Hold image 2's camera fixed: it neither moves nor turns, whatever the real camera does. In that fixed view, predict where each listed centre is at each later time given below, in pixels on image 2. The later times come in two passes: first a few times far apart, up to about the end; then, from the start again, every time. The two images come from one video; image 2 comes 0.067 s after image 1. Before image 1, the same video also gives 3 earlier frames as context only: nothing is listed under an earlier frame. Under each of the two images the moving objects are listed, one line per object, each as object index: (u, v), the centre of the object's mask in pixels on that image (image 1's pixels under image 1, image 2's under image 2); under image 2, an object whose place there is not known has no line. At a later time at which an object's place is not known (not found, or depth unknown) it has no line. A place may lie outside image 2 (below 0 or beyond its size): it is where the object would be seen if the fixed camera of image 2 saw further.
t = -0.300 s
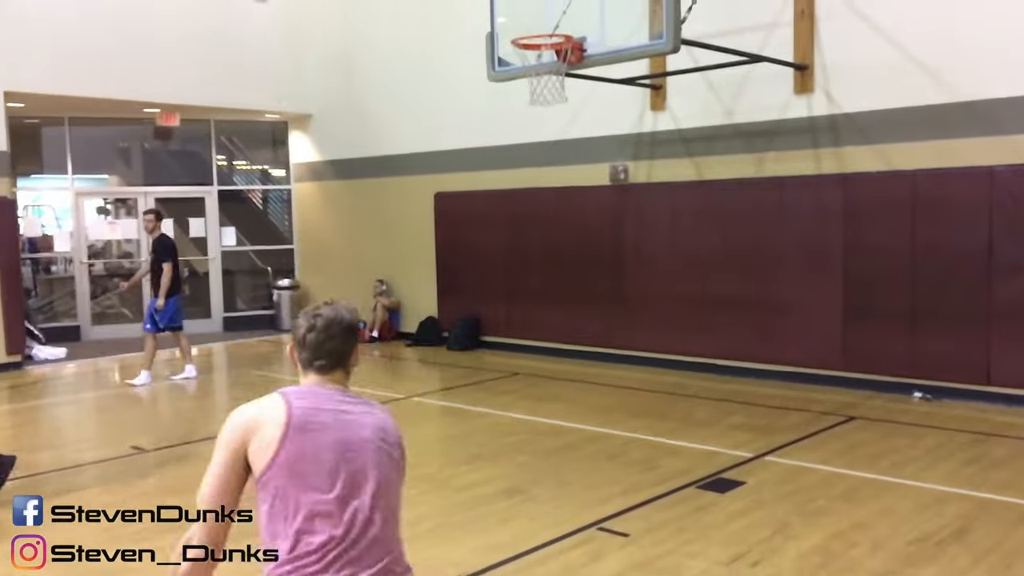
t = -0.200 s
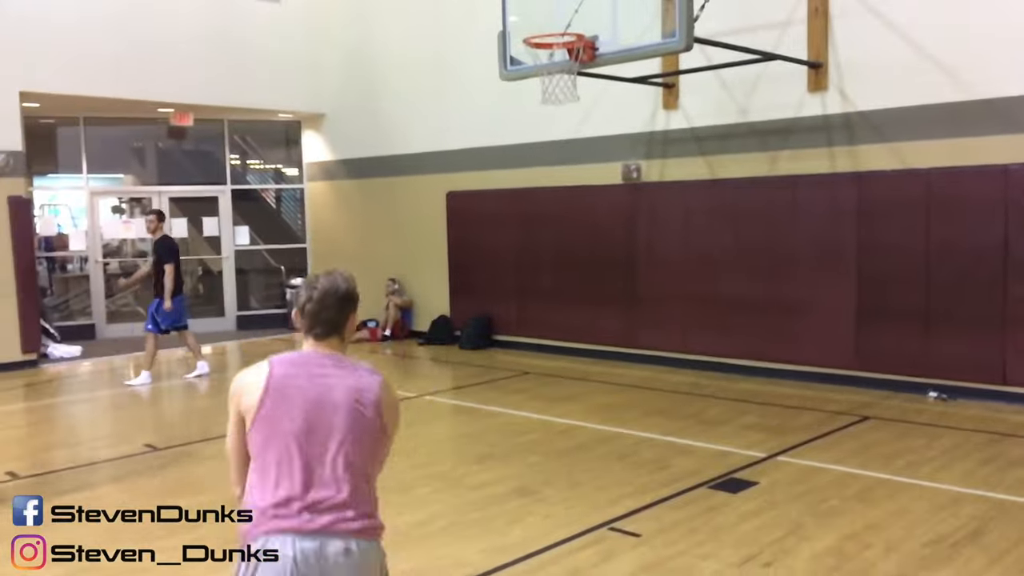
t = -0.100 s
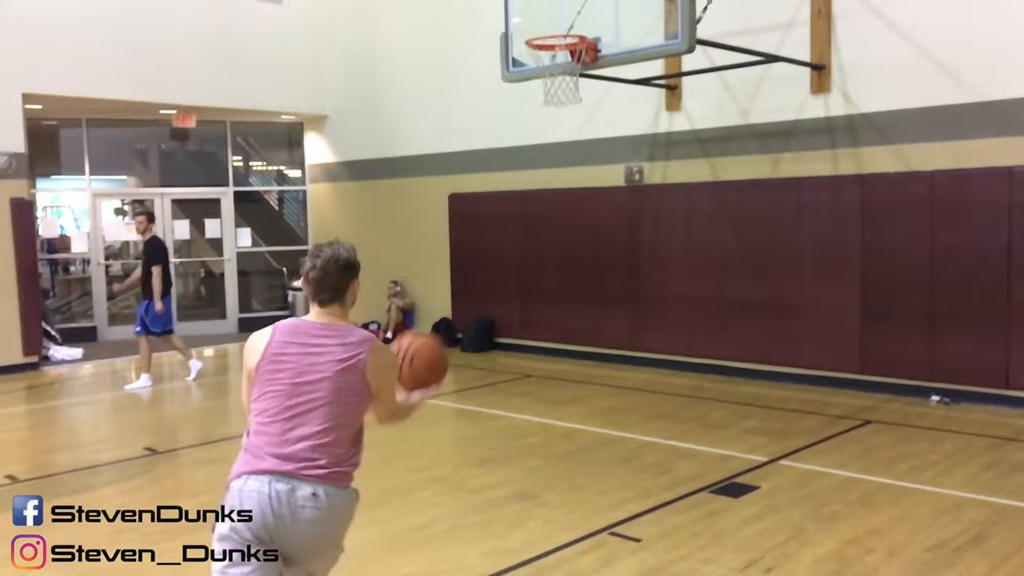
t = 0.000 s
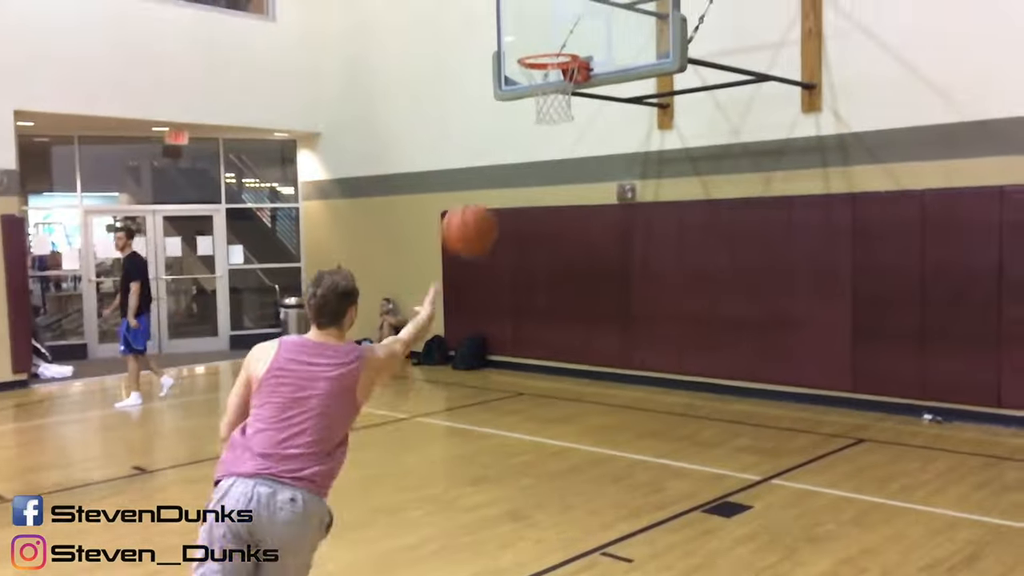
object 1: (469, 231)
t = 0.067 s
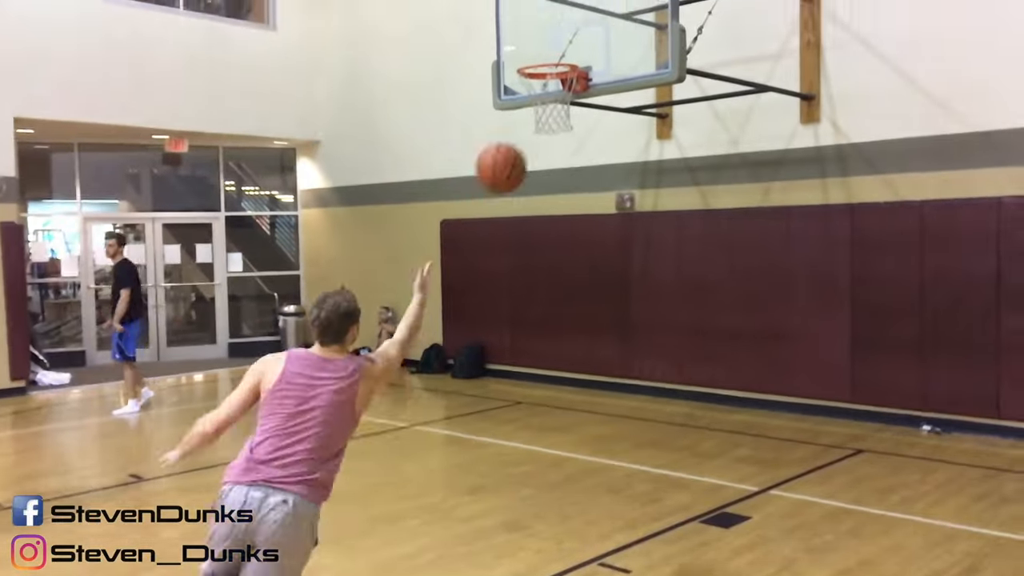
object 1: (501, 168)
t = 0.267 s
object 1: (576, 52)
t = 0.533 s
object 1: (641, 36)
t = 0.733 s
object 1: (568, 41)
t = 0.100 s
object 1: (516, 139)
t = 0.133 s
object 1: (530, 116)
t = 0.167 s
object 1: (542, 94)
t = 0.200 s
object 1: (555, 78)
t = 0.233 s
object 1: (566, 64)
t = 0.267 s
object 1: (576, 52)
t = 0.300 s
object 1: (586, 43)
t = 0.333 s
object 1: (595, 37)
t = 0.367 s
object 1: (604, 33)
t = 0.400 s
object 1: (612, 30)
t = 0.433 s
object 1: (620, 30)
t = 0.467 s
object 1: (628, 31)
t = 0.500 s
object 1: (635, 33)
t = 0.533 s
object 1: (641, 36)
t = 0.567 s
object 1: (648, 41)
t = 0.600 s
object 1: (634, 38)
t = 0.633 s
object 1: (619, 37)
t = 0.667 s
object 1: (602, 37)
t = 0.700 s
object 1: (585, 38)
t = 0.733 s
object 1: (568, 41)
